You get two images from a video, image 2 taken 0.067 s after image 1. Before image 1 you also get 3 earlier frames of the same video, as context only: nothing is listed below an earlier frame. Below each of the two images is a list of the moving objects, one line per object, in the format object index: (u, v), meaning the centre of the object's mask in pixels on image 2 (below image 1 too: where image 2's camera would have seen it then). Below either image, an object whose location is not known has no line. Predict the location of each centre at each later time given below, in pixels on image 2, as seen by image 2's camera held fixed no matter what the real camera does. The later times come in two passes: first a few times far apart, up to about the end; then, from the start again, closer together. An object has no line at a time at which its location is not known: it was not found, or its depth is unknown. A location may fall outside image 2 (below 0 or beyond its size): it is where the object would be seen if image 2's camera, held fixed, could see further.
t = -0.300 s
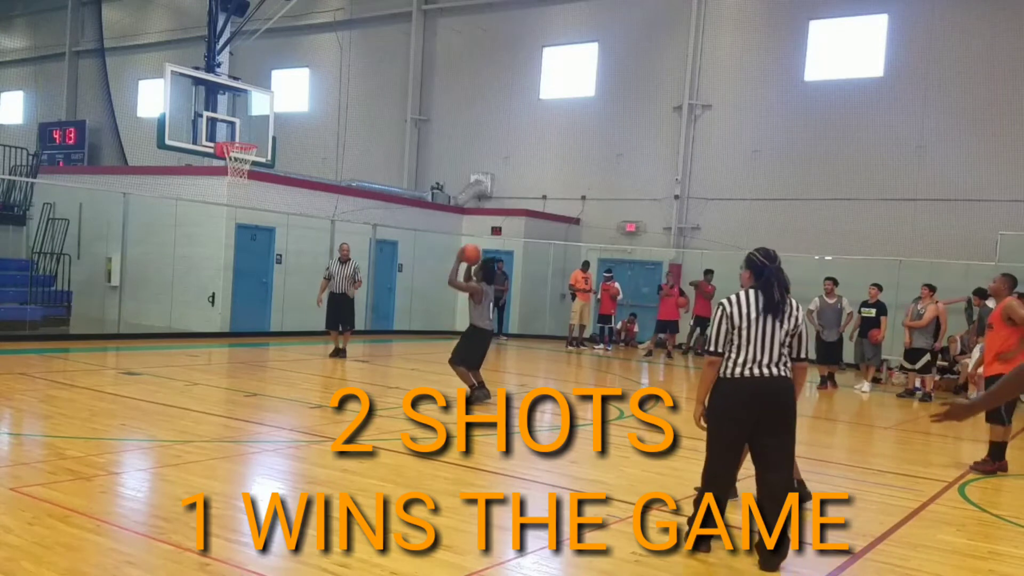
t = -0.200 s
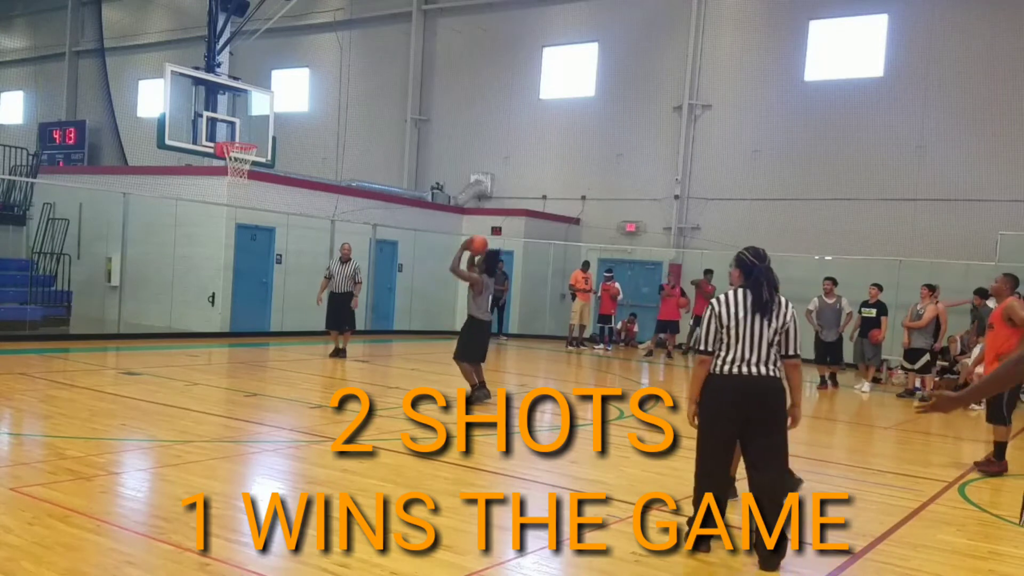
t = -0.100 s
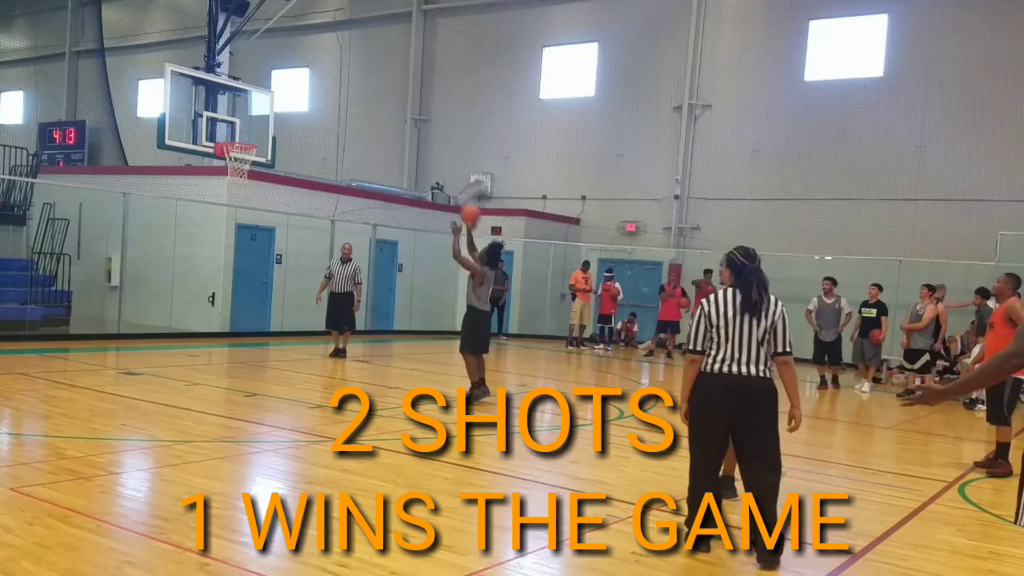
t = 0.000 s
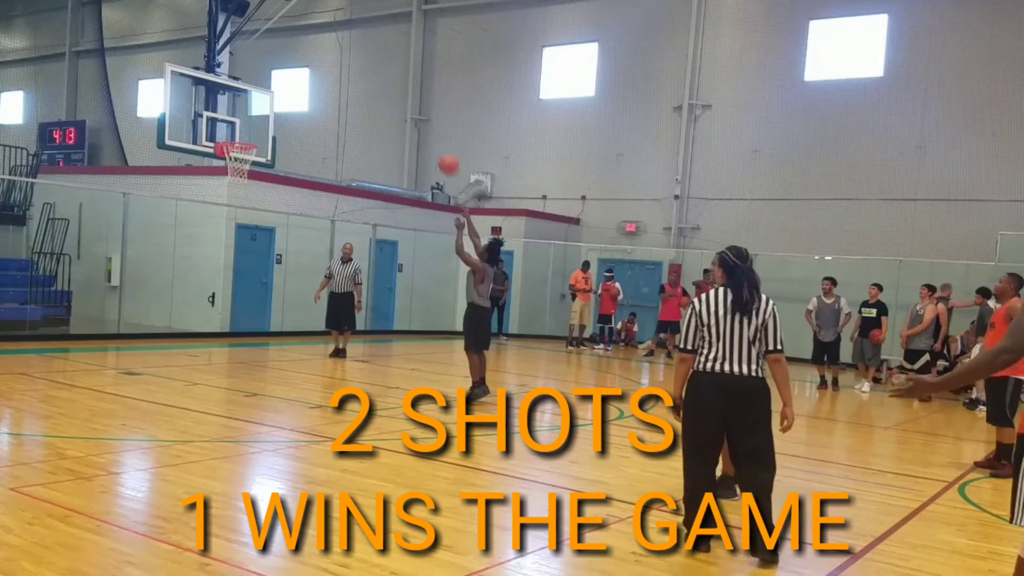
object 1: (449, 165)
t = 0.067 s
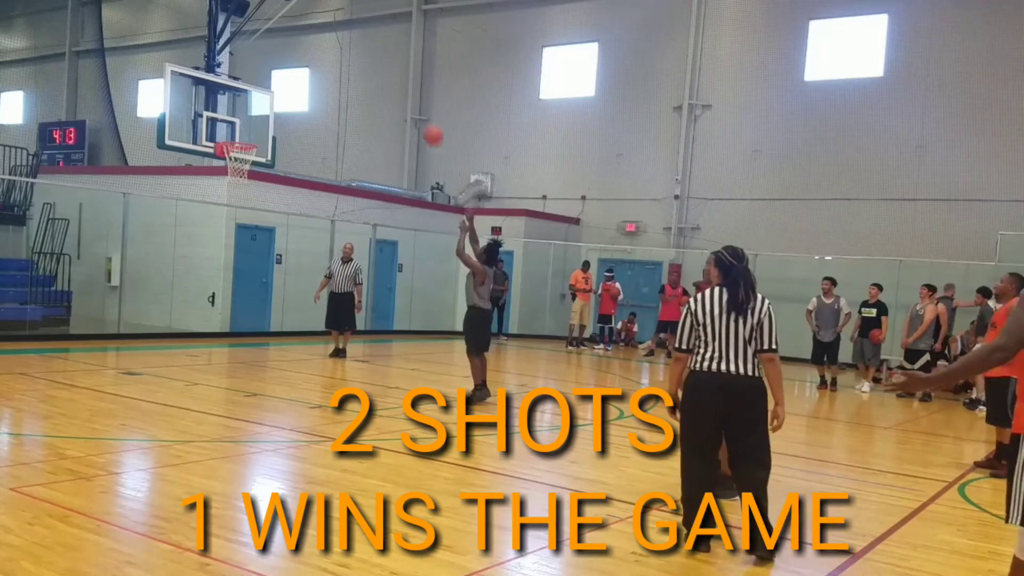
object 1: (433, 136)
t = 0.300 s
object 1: (381, 65)
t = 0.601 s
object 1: (315, 42)
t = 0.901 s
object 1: (252, 90)
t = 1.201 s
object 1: (189, 112)
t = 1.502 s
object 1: (162, 106)
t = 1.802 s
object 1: (137, 172)
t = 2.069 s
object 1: (111, 301)
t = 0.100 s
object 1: (426, 122)
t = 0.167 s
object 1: (411, 99)
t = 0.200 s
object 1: (403, 89)
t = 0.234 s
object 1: (396, 80)
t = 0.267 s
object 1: (388, 72)
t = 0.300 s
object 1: (381, 65)
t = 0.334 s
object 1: (374, 59)
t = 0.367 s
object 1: (366, 54)
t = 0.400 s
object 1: (359, 49)
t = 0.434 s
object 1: (352, 46)
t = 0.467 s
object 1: (344, 44)
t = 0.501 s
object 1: (337, 42)
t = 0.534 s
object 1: (330, 41)
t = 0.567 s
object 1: (322, 42)
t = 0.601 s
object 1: (315, 42)
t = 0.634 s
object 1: (308, 44)
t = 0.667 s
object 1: (301, 47)
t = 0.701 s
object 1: (294, 51)
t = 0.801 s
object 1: (273, 67)
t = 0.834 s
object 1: (266, 74)
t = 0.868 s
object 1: (259, 81)
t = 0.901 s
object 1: (252, 90)
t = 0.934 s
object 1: (245, 100)
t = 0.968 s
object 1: (239, 109)
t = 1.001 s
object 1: (232, 119)
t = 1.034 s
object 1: (226, 130)
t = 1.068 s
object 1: (219, 131)
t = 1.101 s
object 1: (212, 126)
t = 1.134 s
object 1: (204, 120)
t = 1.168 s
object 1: (196, 116)
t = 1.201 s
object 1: (189, 112)
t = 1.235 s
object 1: (181, 109)
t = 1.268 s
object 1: (175, 106)
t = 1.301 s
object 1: (174, 104)
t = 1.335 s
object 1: (173, 103)
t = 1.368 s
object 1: (171, 101)
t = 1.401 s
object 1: (168, 101)
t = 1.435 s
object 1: (166, 102)
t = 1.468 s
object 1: (164, 104)
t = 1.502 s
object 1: (162, 106)
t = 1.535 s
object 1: (159, 110)
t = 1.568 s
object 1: (156, 115)
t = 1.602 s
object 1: (154, 120)
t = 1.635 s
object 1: (151, 127)
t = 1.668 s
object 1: (148, 133)
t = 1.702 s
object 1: (145, 142)
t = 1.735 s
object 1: (143, 150)
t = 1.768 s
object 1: (140, 161)
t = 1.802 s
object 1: (137, 172)
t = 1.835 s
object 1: (134, 184)
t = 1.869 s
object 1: (131, 198)
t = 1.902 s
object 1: (128, 213)
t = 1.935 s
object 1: (125, 228)
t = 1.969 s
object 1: (122, 245)
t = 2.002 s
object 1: (118, 263)
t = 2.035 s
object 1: (114, 281)
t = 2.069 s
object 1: (111, 301)
